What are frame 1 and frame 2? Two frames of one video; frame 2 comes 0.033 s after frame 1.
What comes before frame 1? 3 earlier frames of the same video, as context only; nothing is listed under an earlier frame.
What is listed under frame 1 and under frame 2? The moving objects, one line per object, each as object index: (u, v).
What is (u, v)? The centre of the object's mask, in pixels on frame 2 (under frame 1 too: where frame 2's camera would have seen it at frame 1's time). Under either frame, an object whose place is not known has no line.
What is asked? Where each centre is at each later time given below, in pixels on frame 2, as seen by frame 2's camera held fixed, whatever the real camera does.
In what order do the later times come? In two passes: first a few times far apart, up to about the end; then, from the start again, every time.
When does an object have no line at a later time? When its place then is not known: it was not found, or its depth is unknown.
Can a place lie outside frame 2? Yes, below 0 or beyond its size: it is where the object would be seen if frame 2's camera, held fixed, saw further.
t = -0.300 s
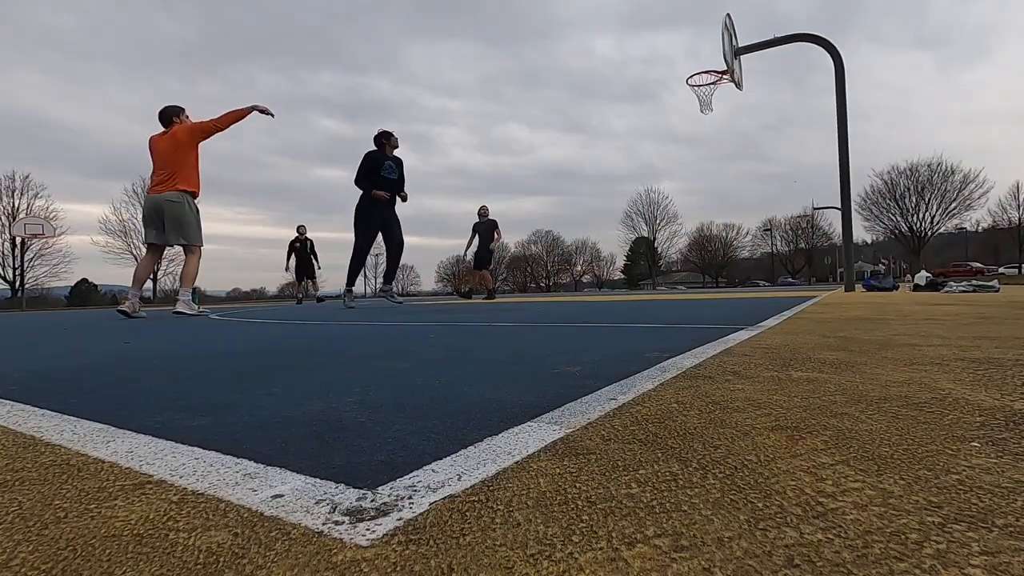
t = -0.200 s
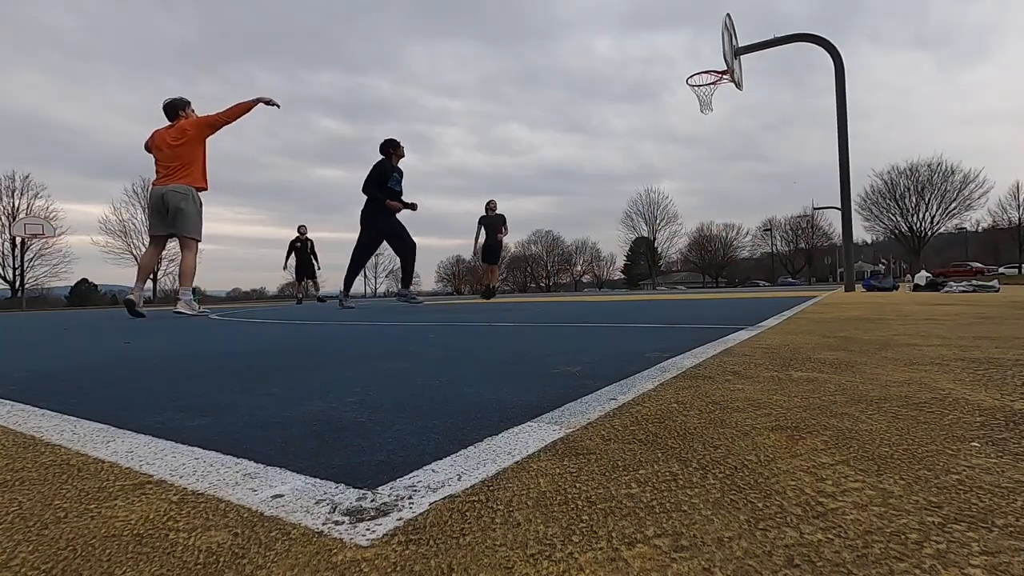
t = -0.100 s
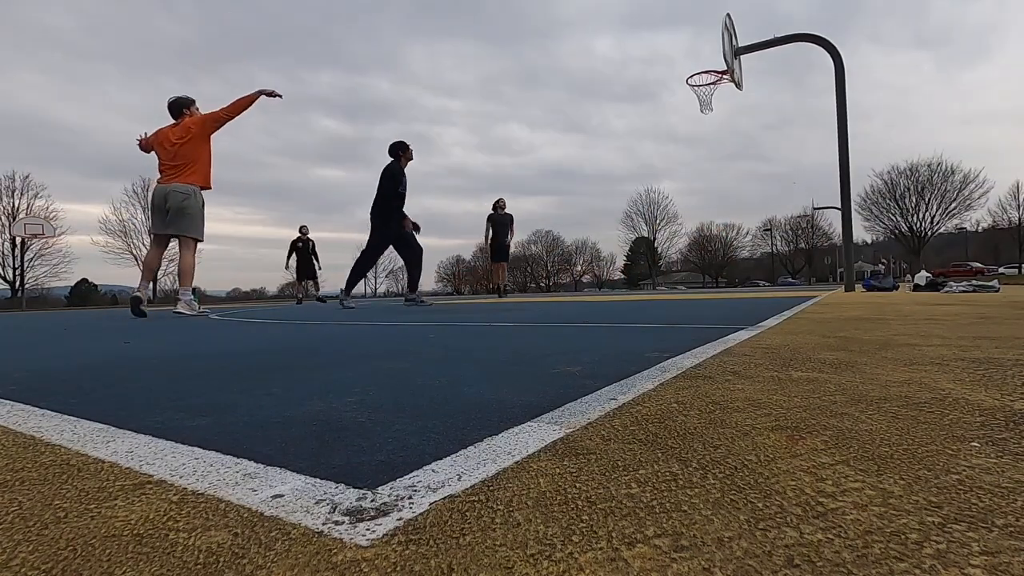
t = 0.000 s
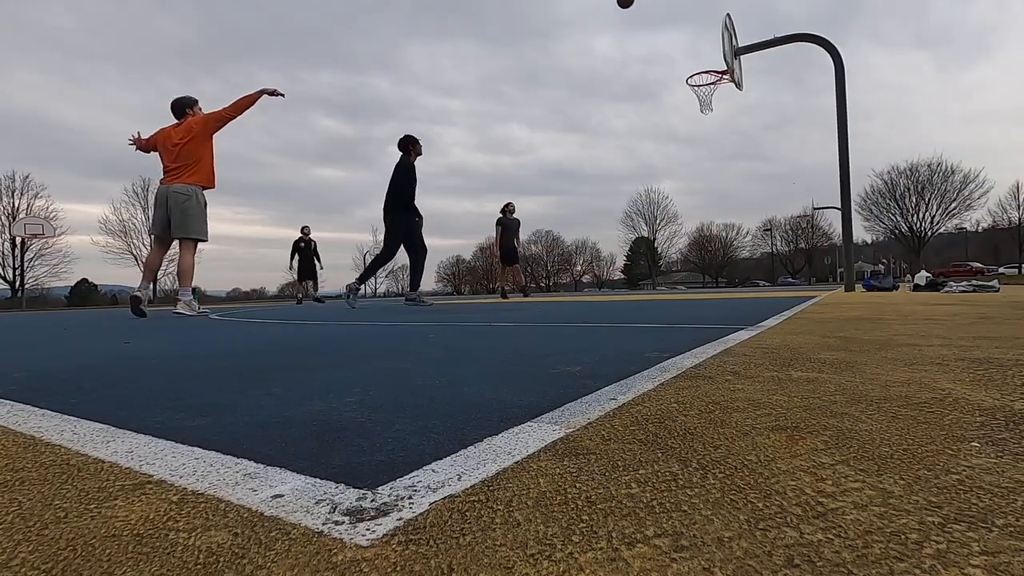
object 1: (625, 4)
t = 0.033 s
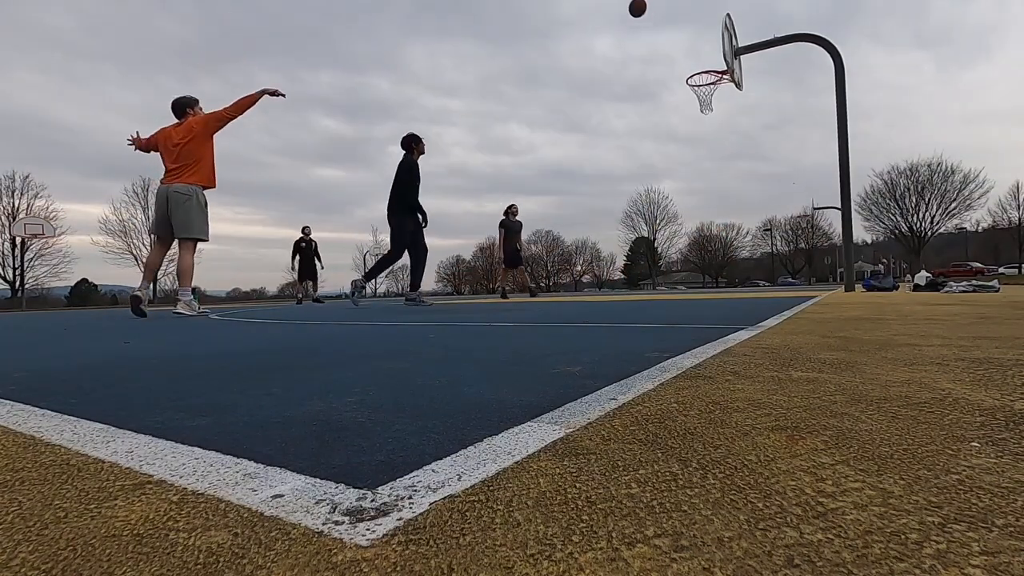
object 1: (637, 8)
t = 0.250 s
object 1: (709, 79)
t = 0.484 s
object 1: (685, 134)
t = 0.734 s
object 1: (657, 221)
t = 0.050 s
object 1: (643, 12)
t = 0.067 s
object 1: (649, 17)
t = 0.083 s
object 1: (655, 22)
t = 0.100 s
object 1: (661, 27)
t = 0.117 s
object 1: (666, 32)
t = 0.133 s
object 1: (672, 38)
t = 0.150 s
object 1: (677, 43)
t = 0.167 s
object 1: (683, 49)
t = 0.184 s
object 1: (688, 55)
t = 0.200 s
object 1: (694, 61)
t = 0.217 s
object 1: (699, 66)
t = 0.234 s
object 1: (704, 73)
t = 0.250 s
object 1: (709, 79)
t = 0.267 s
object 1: (712, 85)
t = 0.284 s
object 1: (709, 90)
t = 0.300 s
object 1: (707, 95)
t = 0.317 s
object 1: (704, 100)
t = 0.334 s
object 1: (702, 103)
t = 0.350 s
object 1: (700, 106)
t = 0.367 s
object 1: (697, 109)
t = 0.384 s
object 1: (696, 112)
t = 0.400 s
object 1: (694, 115)
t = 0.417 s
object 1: (692, 118)
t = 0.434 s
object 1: (690, 122)
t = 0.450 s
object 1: (688, 126)
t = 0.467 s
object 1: (686, 130)
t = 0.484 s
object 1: (685, 134)
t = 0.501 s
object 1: (683, 138)
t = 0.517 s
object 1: (681, 143)
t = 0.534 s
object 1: (679, 147)
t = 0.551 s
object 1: (677, 152)
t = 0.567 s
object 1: (675, 158)
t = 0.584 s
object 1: (673, 163)
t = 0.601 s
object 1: (671, 168)
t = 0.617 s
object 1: (669, 174)
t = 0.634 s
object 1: (668, 180)
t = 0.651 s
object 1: (666, 186)
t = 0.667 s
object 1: (664, 193)
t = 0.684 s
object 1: (662, 199)
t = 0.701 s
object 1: (660, 206)
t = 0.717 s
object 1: (659, 214)
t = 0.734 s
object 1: (657, 221)
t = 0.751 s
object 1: (656, 228)
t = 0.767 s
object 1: (654, 236)
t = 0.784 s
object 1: (652, 244)
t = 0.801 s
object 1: (649, 250)
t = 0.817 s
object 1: (649, 260)
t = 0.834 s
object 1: (646, 268)
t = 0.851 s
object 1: (645, 276)
